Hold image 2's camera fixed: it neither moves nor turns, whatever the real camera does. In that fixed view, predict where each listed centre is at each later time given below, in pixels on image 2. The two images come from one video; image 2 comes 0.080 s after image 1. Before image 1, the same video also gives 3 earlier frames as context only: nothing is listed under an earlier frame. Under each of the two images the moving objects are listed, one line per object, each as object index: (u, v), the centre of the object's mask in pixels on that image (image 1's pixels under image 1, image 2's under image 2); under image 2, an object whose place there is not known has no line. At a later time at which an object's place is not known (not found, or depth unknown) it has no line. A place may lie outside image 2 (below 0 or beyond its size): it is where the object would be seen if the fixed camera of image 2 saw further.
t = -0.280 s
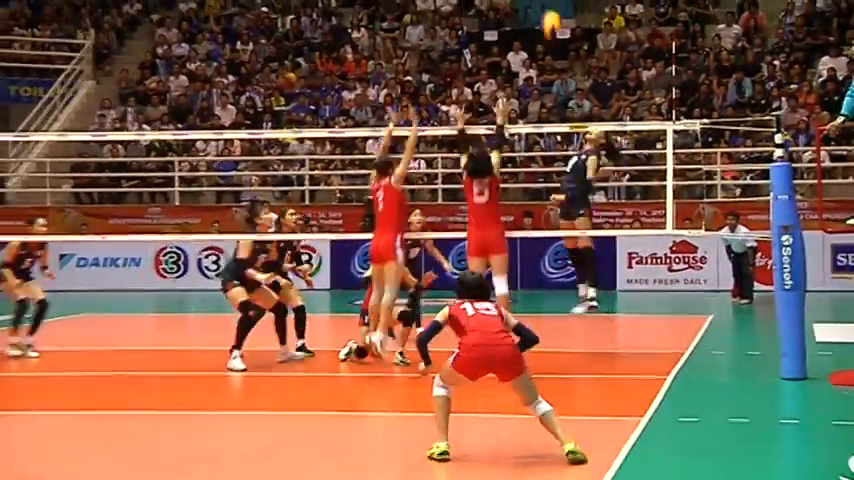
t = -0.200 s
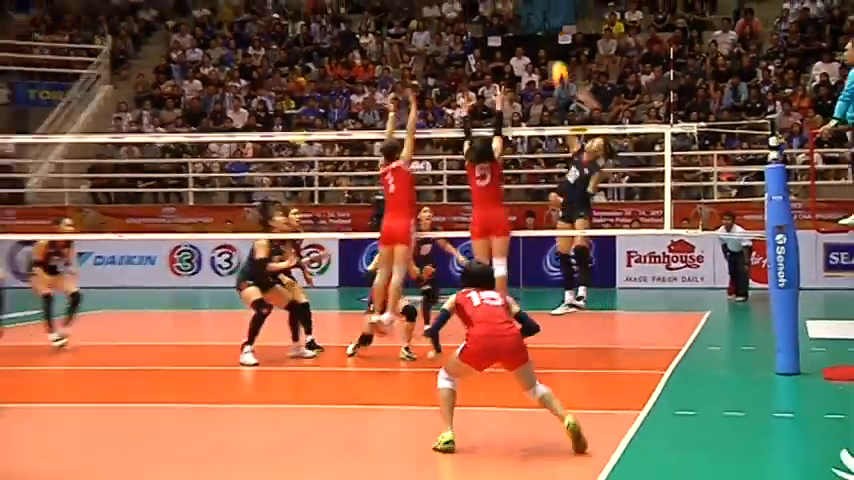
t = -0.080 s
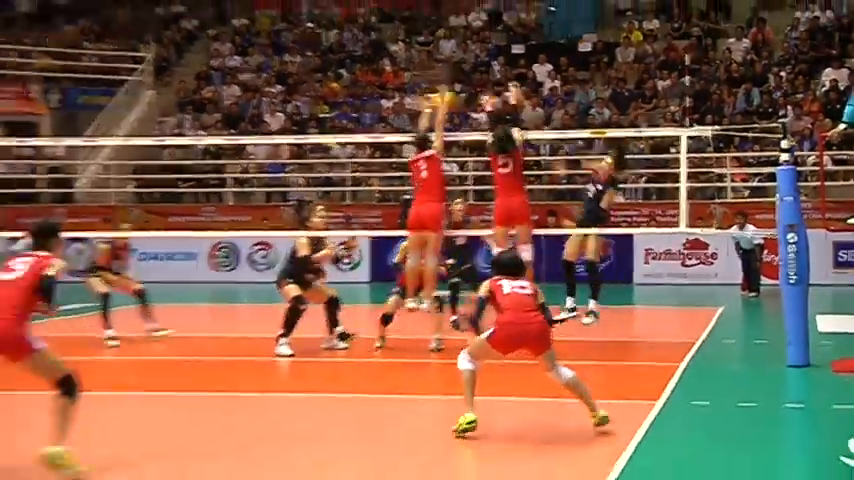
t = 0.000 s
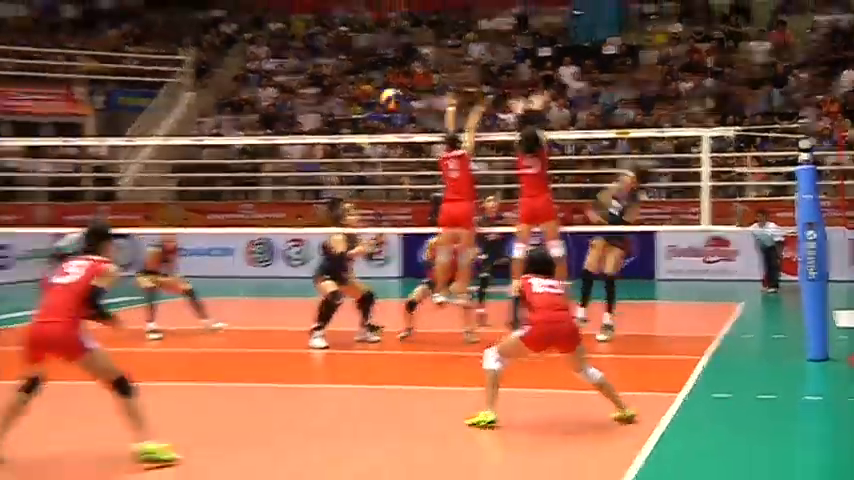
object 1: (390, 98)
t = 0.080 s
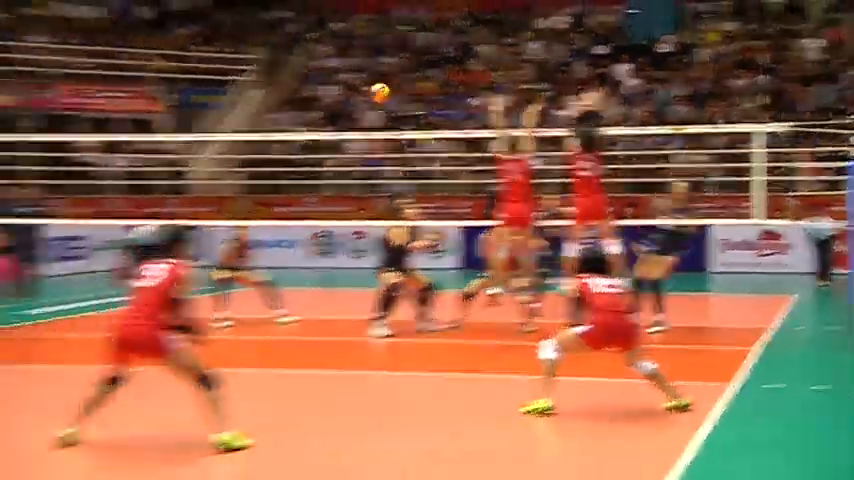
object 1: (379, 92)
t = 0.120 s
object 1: (345, 91)
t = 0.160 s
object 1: (310, 96)
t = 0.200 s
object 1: (279, 100)
